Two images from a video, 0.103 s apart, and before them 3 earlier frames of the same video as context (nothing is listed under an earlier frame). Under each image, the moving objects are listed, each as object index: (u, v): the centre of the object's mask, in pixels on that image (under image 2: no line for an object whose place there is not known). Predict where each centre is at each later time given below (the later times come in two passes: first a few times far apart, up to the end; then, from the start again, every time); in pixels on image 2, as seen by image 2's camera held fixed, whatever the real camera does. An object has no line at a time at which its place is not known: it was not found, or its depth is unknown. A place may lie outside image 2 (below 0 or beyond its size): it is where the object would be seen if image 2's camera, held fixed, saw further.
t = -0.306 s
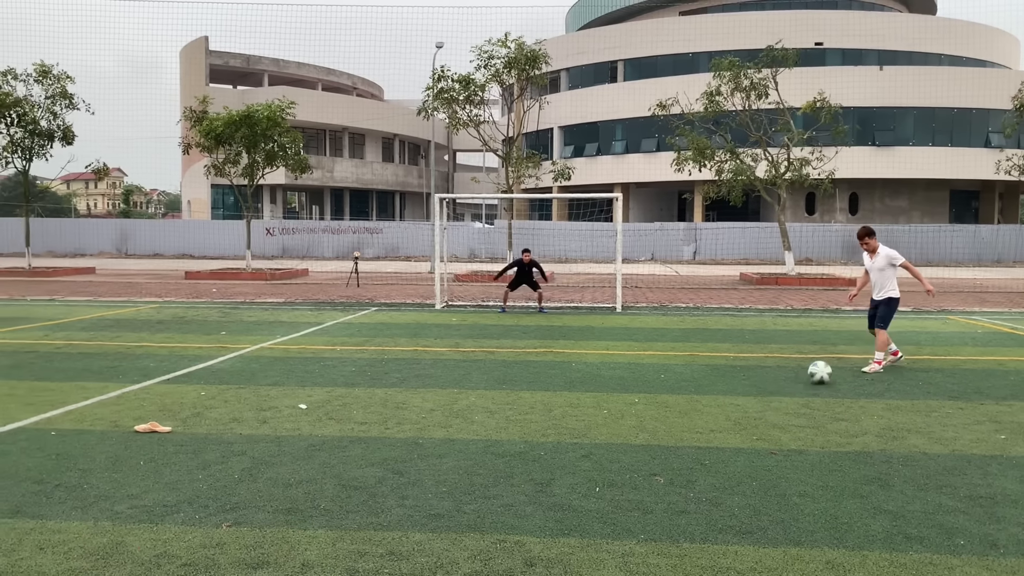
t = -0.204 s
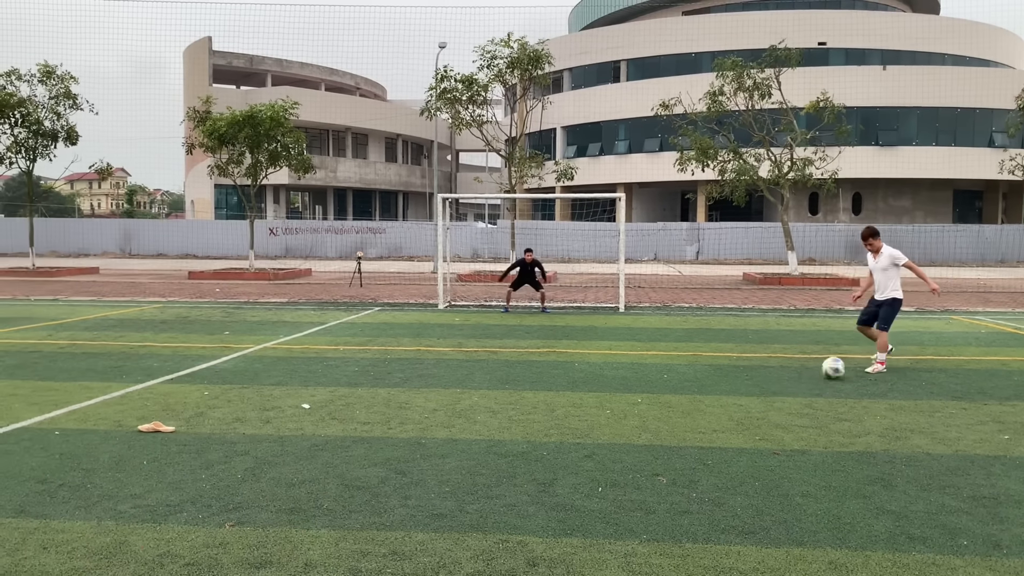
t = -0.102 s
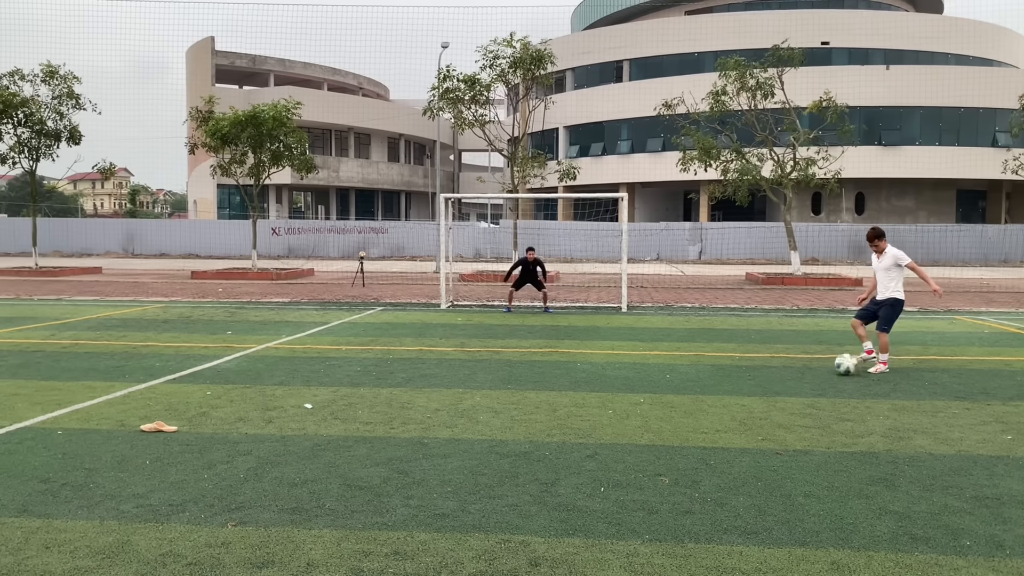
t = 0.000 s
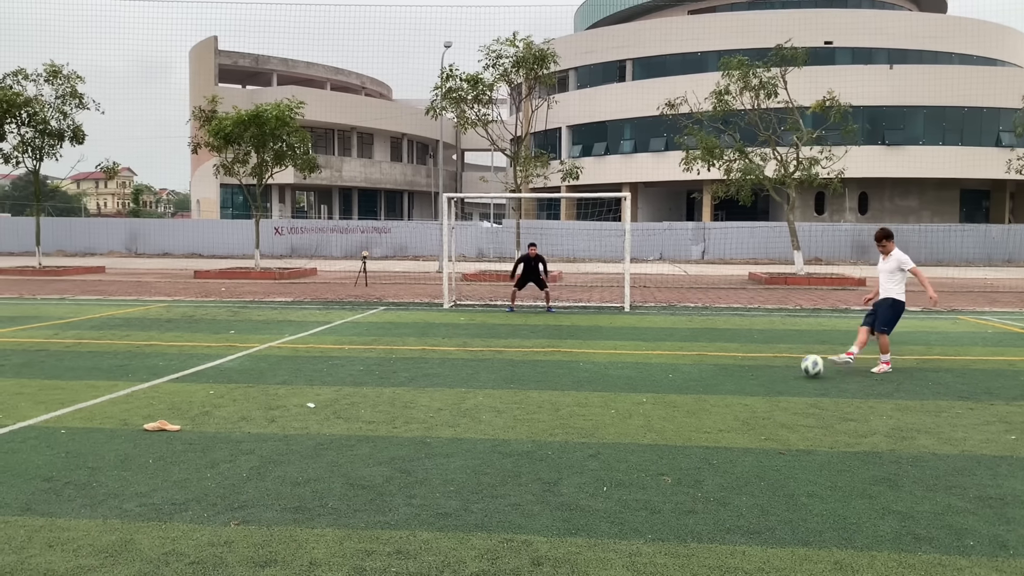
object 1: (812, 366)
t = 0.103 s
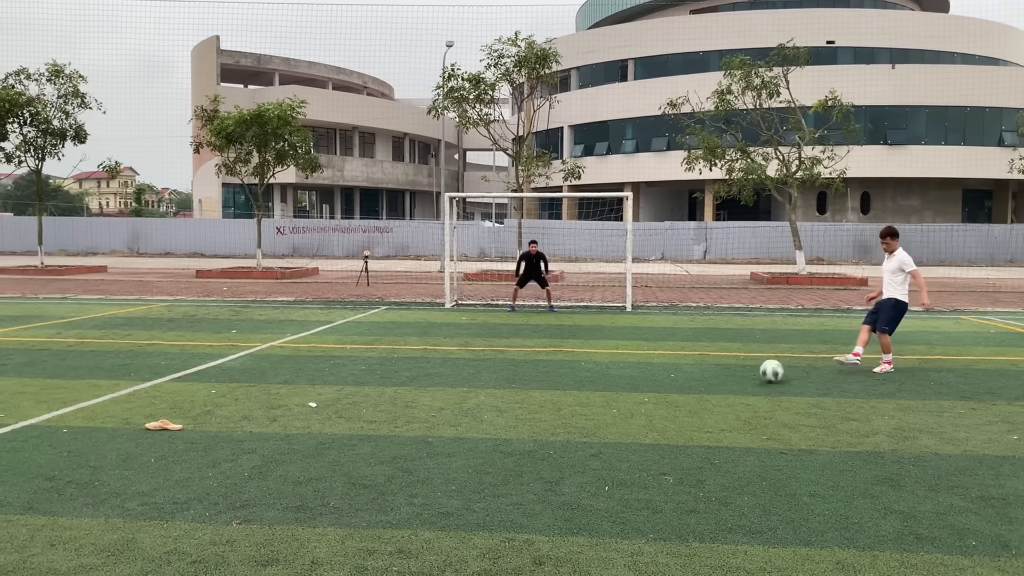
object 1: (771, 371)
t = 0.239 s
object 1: (716, 377)
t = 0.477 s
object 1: (627, 387)
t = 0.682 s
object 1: (553, 394)
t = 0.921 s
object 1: (457, 405)
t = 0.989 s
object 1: (428, 407)
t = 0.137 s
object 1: (758, 372)
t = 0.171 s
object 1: (744, 374)
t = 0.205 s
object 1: (730, 377)
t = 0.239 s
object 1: (716, 377)
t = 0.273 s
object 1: (703, 379)
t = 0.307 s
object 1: (689, 381)
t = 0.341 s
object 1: (676, 381)
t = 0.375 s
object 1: (664, 382)
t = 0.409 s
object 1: (652, 384)
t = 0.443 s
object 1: (639, 386)
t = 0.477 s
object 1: (627, 387)
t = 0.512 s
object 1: (615, 388)
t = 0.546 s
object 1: (603, 390)
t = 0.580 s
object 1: (590, 390)
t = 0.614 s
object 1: (578, 392)
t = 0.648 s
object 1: (566, 393)
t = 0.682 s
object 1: (553, 394)
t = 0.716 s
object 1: (539, 396)
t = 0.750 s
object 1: (527, 396)
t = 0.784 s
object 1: (513, 398)
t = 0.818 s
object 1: (500, 400)
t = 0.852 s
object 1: (486, 401)
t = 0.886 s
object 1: (471, 403)
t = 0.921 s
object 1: (457, 405)
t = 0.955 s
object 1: (443, 406)
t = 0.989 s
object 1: (428, 407)
